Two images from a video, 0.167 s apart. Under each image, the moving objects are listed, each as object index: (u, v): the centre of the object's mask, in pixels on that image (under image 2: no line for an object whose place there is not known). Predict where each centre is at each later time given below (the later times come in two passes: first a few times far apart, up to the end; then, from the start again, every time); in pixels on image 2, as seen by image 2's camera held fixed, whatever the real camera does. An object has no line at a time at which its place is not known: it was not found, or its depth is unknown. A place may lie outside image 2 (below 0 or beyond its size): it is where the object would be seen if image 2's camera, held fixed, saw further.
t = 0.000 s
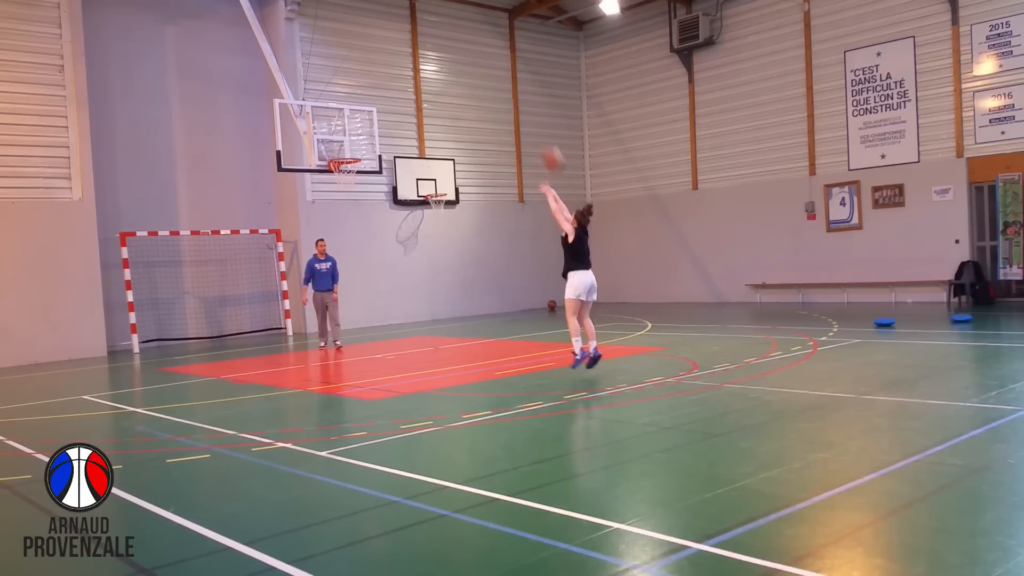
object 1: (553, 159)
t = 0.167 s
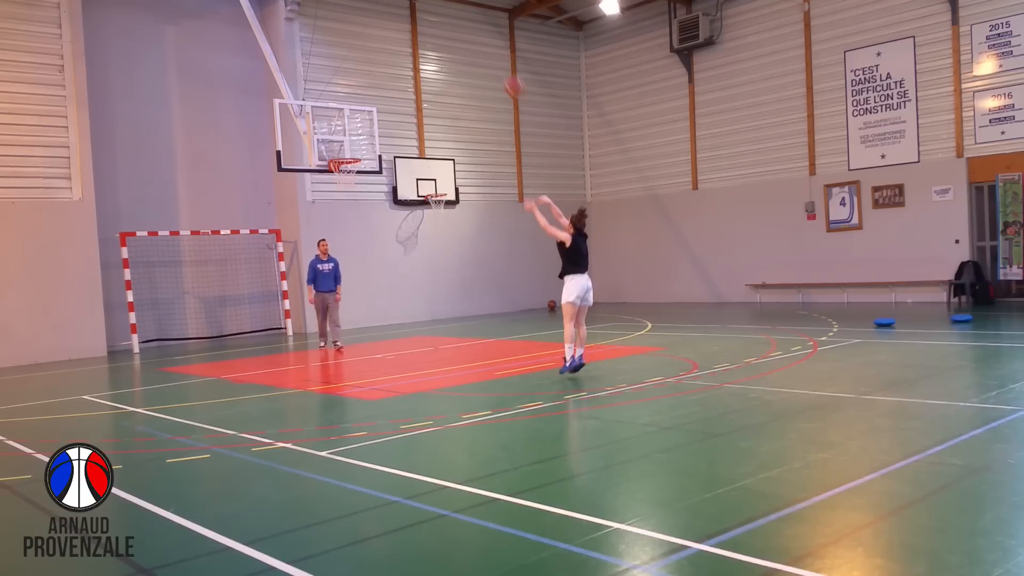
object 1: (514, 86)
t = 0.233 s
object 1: (501, 66)
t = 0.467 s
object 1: (455, 24)
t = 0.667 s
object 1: (423, 23)
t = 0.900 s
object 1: (392, 58)
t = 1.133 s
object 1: (366, 123)
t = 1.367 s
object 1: (340, 141)
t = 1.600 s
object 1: (338, 134)
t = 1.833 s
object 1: (347, 159)
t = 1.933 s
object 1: (351, 181)
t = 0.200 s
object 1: (508, 76)
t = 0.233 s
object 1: (501, 66)
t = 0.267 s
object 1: (494, 57)
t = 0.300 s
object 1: (487, 49)
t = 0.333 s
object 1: (480, 43)
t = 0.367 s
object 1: (473, 37)
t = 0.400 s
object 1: (467, 32)
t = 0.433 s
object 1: (461, 27)
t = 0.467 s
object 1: (455, 24)
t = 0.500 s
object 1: (450, 22)
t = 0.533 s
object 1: (445, 21)
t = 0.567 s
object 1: (439, 20)
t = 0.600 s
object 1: (434, 20)
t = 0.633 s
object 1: (428, 21)
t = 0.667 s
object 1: (423, 23)
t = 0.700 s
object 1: (418, 25)
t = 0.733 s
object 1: (413, 29)
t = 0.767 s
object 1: (409, 33)
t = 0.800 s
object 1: (405, 38)
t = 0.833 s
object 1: (401, 45)
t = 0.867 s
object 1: (396, 51)
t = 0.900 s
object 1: (392, 58)
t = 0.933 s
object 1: (388, 65)
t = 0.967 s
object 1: (384, 73)
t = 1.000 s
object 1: (380, 82)
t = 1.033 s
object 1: (376, 93)
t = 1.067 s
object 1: (373, 101)
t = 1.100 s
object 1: (368, 112)
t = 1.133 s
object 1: (366, 123)
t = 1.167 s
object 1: (363, 134)
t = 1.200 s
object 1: (359, 147)
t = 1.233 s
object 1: (356, 152)
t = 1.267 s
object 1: (351, 148)
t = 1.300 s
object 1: (348, 145)
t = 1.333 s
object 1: (344, 143)
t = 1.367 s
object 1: (340, 141)
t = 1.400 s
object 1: (336, 140)
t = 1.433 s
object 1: (335, 138)
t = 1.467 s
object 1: (335, 136)
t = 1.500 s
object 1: (336, 134)
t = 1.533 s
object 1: (337, 134)
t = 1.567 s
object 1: (338, 133)
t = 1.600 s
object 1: (338, 134)
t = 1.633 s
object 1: (339, 135)
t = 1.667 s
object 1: (340, 137)
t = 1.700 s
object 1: (341, 140)
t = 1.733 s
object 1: (343, 144)
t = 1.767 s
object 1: (344, 148)
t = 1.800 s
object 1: (345, 152)
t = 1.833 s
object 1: (347, 159)
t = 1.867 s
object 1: (348, 165)
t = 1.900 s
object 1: (349, 173)
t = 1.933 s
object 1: (351, 181)
